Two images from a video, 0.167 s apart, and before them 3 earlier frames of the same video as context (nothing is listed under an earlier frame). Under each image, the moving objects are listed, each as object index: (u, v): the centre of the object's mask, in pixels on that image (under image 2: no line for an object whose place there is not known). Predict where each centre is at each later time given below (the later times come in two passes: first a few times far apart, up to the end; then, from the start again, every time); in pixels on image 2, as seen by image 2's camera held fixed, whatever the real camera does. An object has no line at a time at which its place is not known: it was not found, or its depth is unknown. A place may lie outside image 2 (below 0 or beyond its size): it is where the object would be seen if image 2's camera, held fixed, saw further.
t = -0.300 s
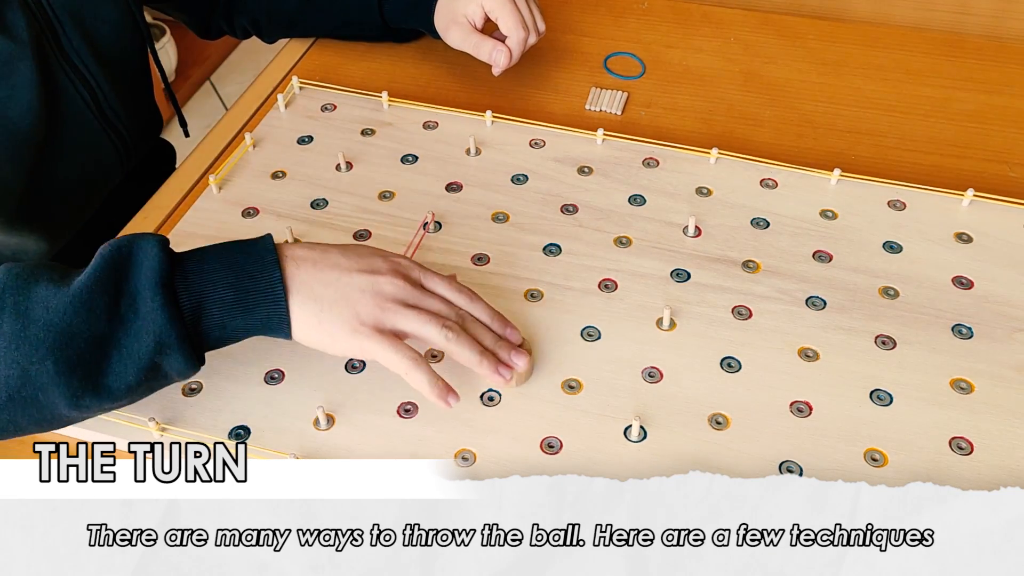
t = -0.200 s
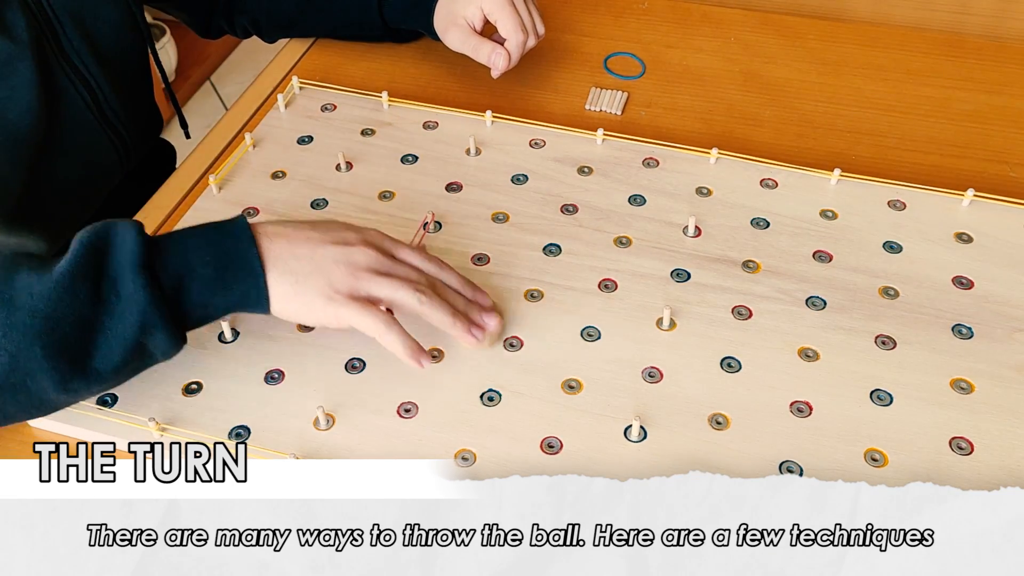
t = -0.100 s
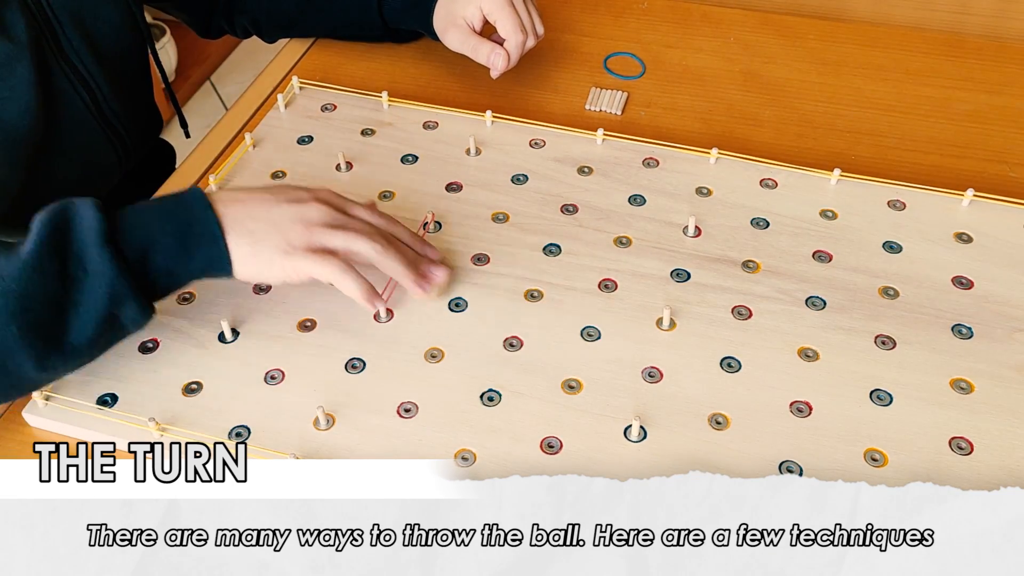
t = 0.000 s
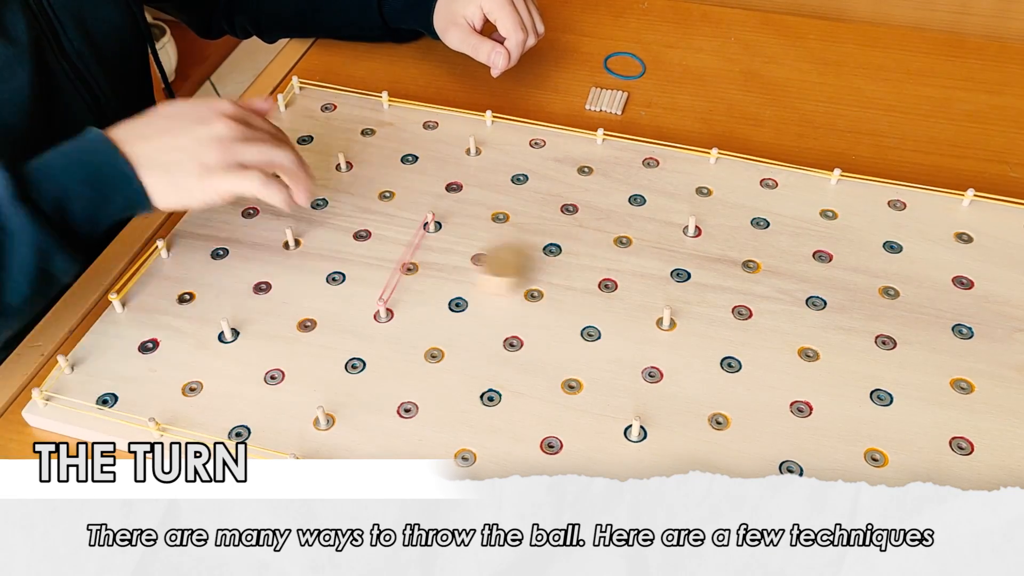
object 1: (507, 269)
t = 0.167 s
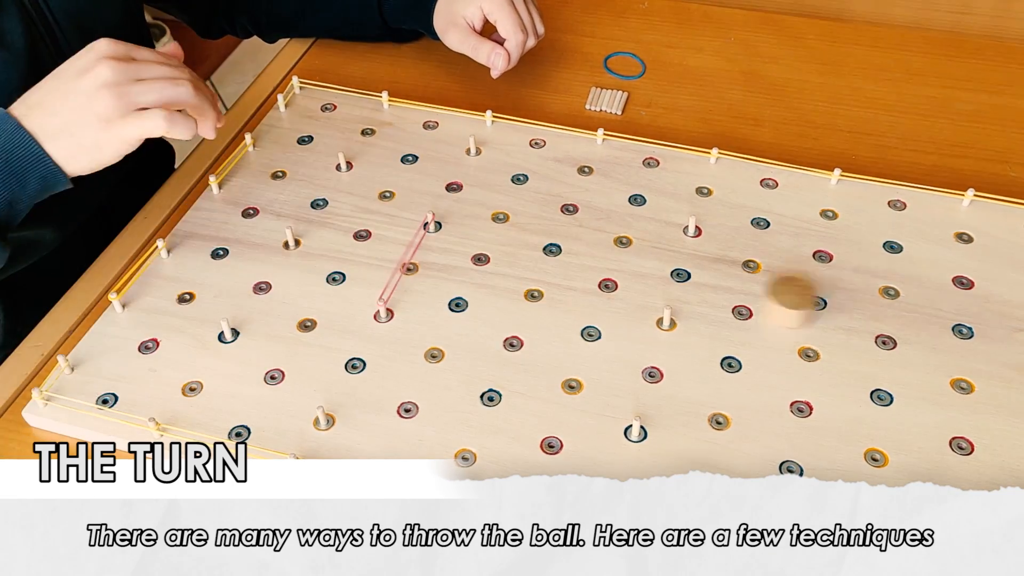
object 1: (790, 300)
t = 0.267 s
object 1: (915, 315)
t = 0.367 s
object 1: (999, 324)
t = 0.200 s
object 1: (837, 307)
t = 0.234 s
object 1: (878, 311)
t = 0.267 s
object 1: (915, 315)
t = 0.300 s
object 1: (949, 318)
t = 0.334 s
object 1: (977, 322)
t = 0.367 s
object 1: (999, 324)
